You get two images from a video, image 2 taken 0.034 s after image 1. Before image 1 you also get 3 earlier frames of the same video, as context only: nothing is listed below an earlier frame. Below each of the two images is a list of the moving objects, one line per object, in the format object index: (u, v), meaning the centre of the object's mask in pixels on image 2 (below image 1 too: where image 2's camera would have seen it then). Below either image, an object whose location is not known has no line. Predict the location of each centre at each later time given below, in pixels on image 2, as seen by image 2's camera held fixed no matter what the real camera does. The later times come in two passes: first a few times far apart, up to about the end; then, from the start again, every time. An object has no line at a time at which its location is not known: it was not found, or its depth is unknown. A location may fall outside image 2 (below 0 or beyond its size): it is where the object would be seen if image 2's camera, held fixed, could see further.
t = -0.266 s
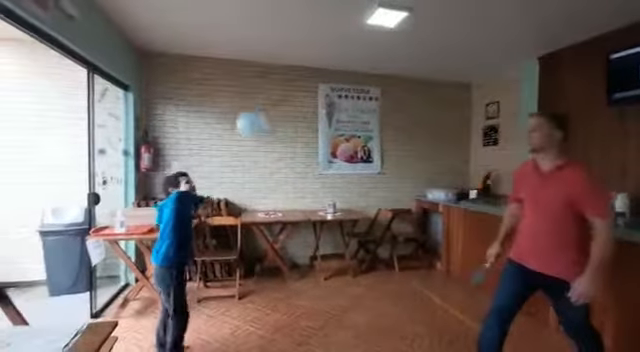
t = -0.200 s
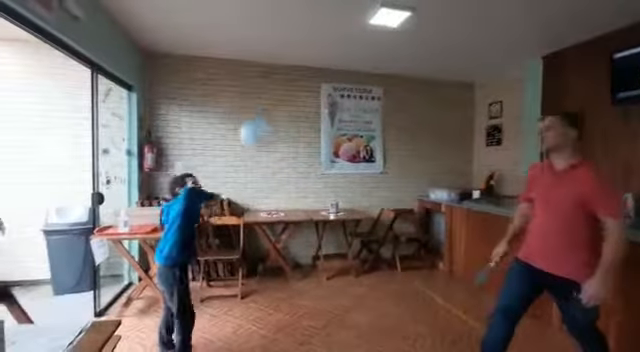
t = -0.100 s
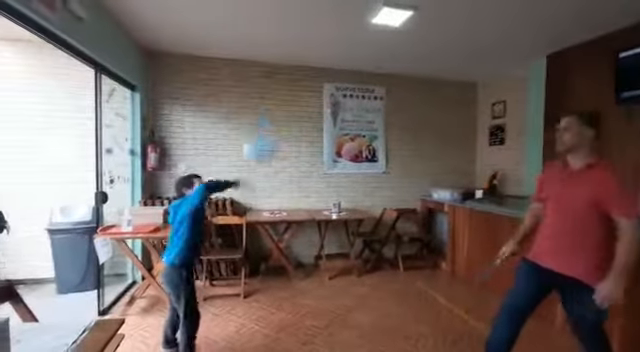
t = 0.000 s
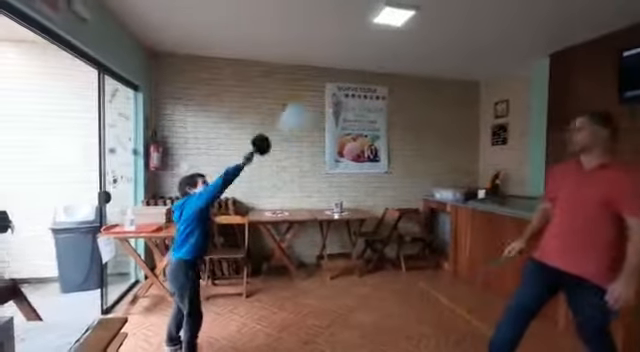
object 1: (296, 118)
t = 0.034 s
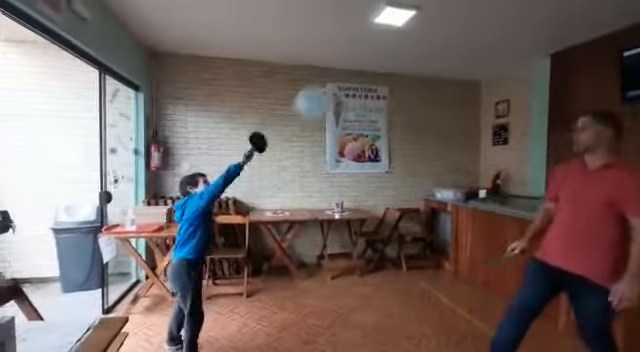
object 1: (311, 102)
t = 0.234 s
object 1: (367, 56)
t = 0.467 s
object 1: (394, 57)
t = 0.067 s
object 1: (328, 89)
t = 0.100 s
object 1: (339, 79)
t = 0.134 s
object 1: (347, 69)
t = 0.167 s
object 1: (356, 63)
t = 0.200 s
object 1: (361, 58)
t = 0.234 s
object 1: (367, 56)
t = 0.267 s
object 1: (371, 54)
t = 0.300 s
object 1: (374, 52)
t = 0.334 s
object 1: (378, 52)
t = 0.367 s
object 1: (383, 53)
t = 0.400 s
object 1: (388, 53)
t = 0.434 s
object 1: (392, 55)
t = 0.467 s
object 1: (394, 57)
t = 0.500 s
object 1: (397, 58)
